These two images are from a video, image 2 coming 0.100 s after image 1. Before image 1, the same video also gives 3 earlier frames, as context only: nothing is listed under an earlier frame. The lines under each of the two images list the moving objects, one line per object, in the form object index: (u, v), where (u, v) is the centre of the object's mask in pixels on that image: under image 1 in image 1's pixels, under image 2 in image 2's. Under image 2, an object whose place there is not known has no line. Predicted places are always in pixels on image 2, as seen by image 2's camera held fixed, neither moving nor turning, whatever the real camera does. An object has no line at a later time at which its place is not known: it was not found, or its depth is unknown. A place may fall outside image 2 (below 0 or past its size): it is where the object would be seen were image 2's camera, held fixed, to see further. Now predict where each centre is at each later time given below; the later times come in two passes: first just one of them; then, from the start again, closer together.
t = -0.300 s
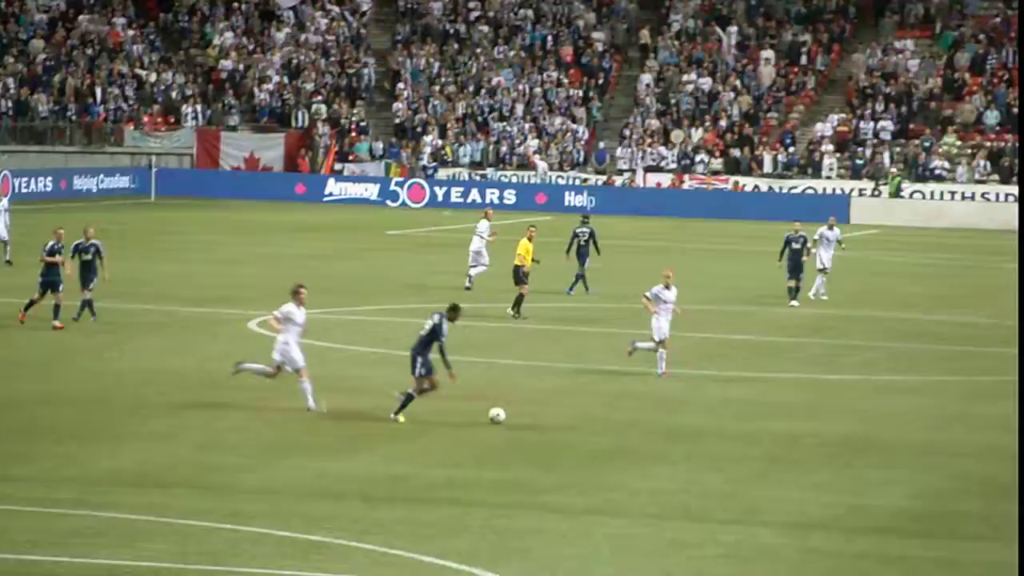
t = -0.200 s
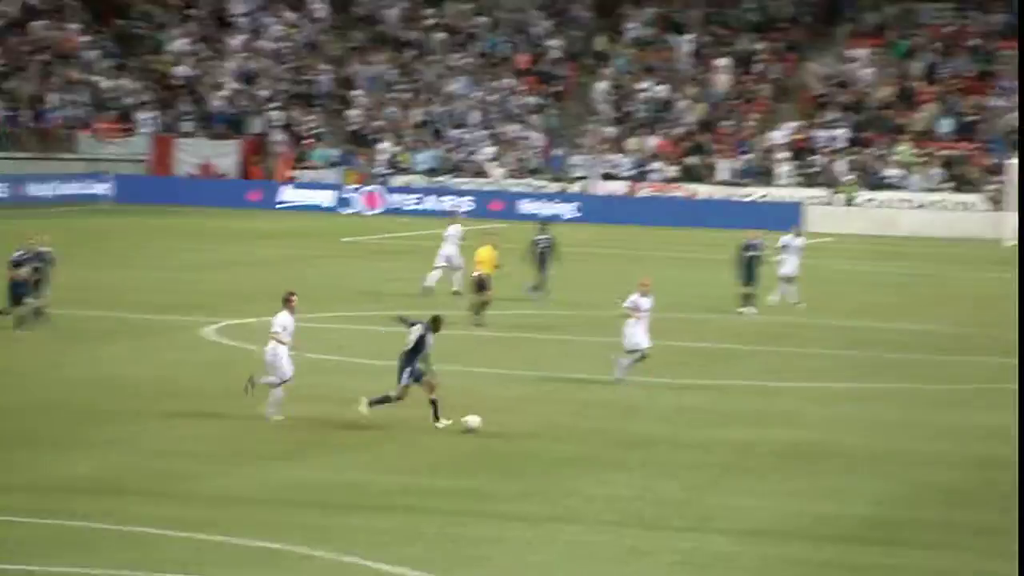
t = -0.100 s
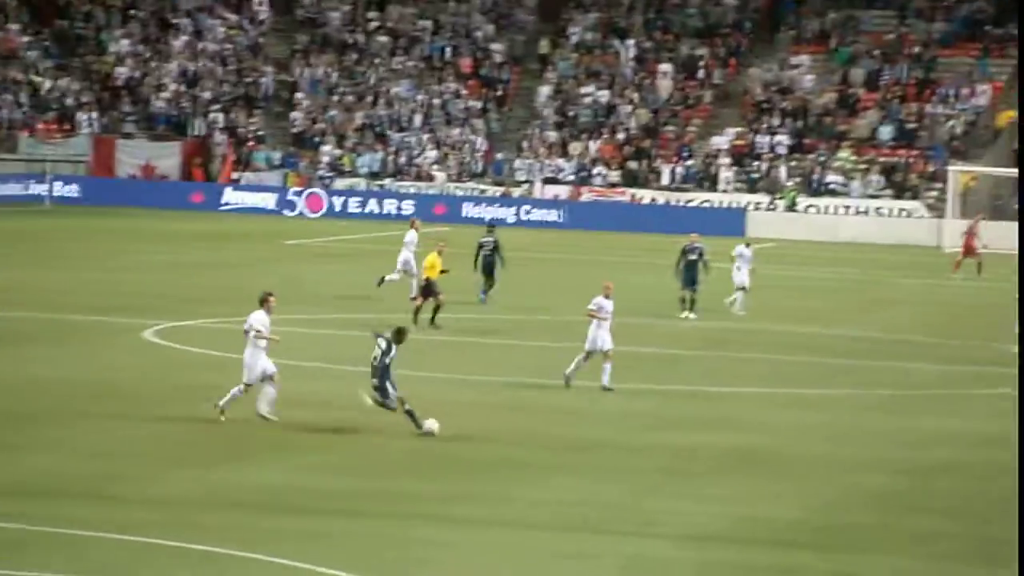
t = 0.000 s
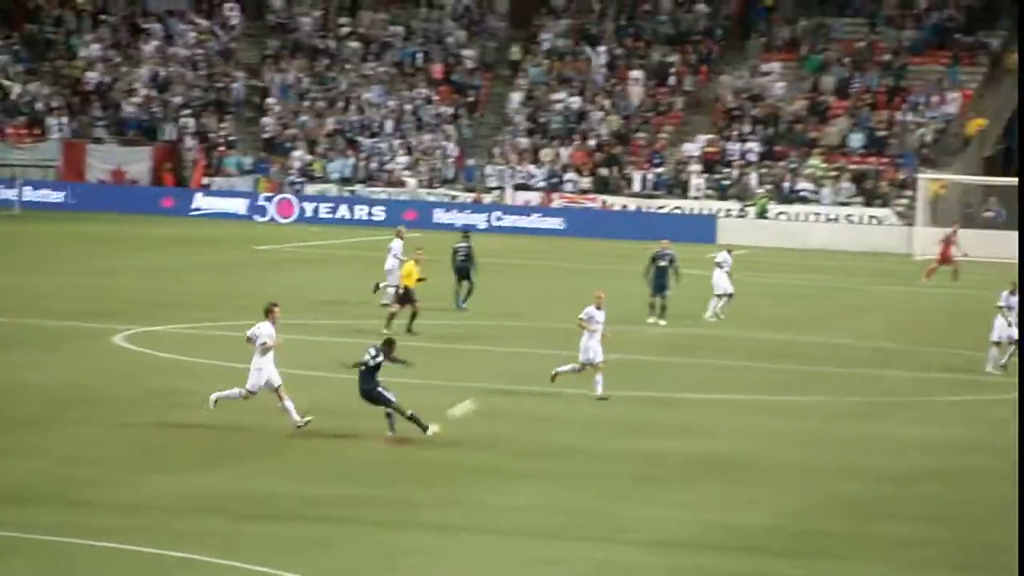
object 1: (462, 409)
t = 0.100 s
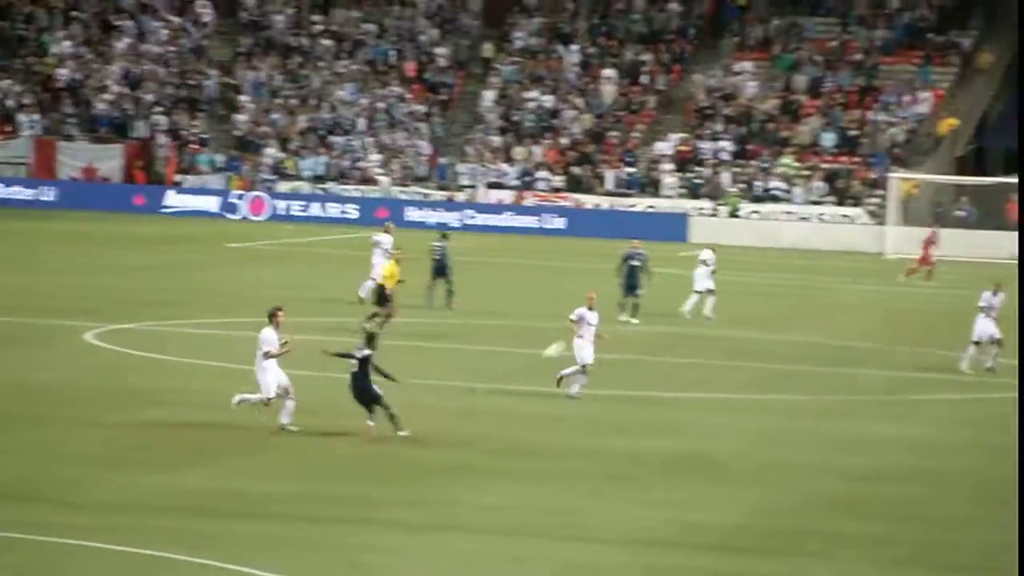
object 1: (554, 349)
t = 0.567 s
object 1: (973, 159)
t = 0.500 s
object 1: (927, 180)
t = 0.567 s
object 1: (973, 159)
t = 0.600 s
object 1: (997, 148)
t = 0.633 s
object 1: (1019, 139)
